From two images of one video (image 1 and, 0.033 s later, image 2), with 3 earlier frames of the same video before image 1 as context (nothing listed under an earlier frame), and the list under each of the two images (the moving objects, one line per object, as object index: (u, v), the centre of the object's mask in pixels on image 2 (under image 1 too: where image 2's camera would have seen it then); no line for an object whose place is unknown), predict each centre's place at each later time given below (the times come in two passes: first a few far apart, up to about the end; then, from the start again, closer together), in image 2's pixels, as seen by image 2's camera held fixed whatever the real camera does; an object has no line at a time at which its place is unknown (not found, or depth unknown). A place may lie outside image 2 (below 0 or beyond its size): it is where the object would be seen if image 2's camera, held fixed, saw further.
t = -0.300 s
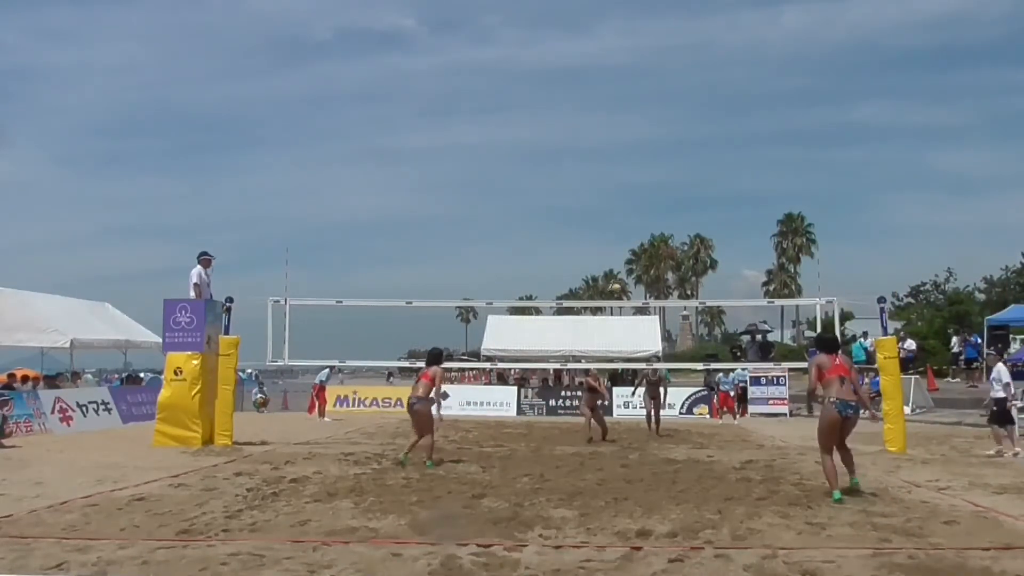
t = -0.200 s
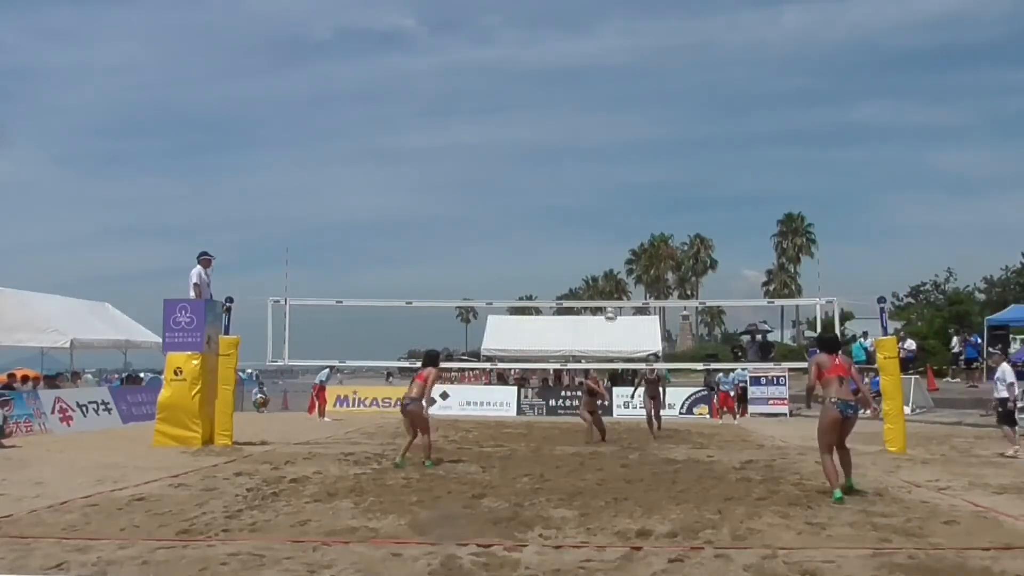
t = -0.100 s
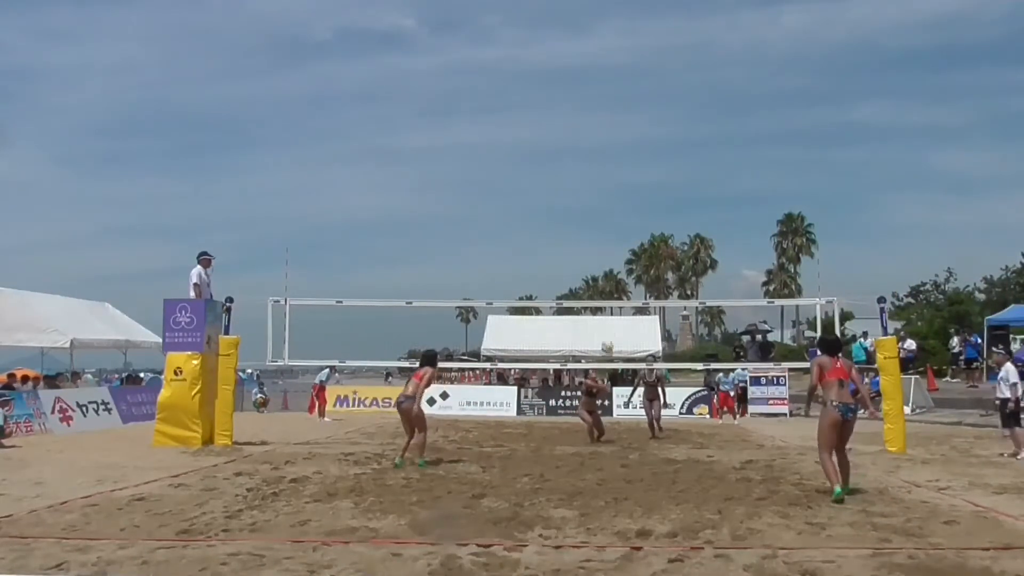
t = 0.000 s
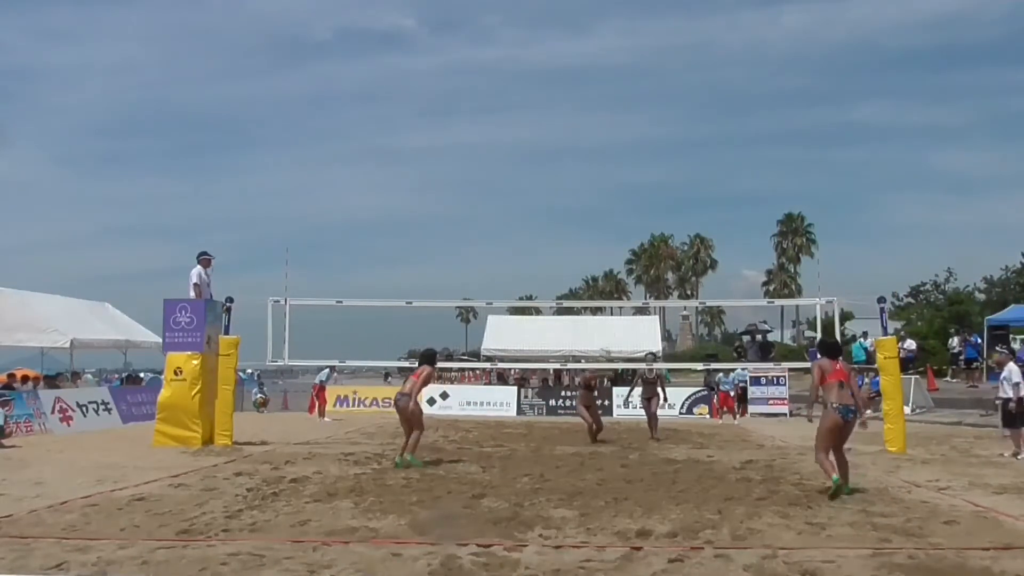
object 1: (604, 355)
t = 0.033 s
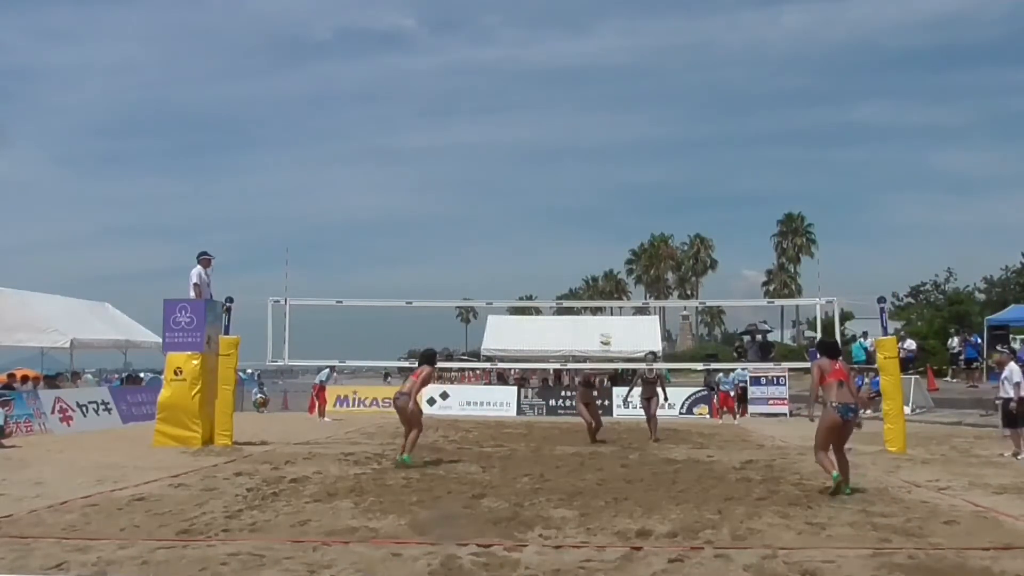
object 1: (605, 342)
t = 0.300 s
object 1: (608, 254)
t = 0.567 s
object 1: (611, 210)
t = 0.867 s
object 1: (616, 212)
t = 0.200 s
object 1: (607, 280)
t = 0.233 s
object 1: (608, 271)
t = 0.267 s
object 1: (608, 262)
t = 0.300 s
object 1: (608, 254)
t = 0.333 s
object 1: (608, 247)
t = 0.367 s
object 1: (609, 239)
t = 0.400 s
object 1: (609, 232)
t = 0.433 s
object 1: (609, 227)
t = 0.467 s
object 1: (610, 221)
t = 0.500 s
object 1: (610, 217)
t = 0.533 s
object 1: (611, 213)
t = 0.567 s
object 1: (611, 210)
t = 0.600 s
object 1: (612, 208)
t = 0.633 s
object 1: (612, 206)
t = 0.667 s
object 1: (612, 205)
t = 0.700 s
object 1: (613, 204)
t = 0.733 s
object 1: (613, 205)
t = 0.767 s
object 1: (614, 205)
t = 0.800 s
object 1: (614, 206)
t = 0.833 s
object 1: (615, 209)
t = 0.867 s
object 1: (616, 212)
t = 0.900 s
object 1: (616, 215)
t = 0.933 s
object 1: (617, 219)
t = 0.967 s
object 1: (617, 224)
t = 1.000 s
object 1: (618, 229)
